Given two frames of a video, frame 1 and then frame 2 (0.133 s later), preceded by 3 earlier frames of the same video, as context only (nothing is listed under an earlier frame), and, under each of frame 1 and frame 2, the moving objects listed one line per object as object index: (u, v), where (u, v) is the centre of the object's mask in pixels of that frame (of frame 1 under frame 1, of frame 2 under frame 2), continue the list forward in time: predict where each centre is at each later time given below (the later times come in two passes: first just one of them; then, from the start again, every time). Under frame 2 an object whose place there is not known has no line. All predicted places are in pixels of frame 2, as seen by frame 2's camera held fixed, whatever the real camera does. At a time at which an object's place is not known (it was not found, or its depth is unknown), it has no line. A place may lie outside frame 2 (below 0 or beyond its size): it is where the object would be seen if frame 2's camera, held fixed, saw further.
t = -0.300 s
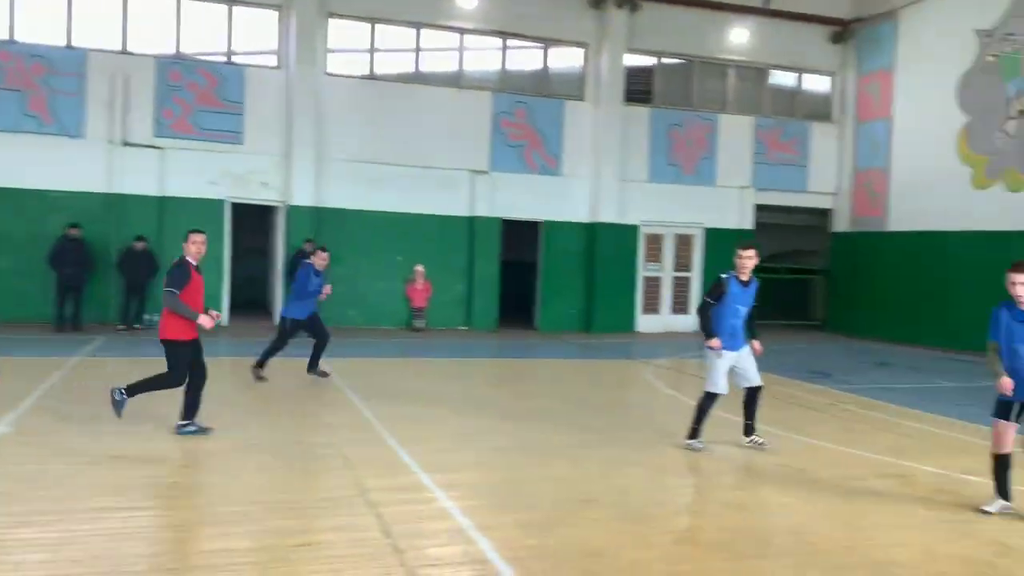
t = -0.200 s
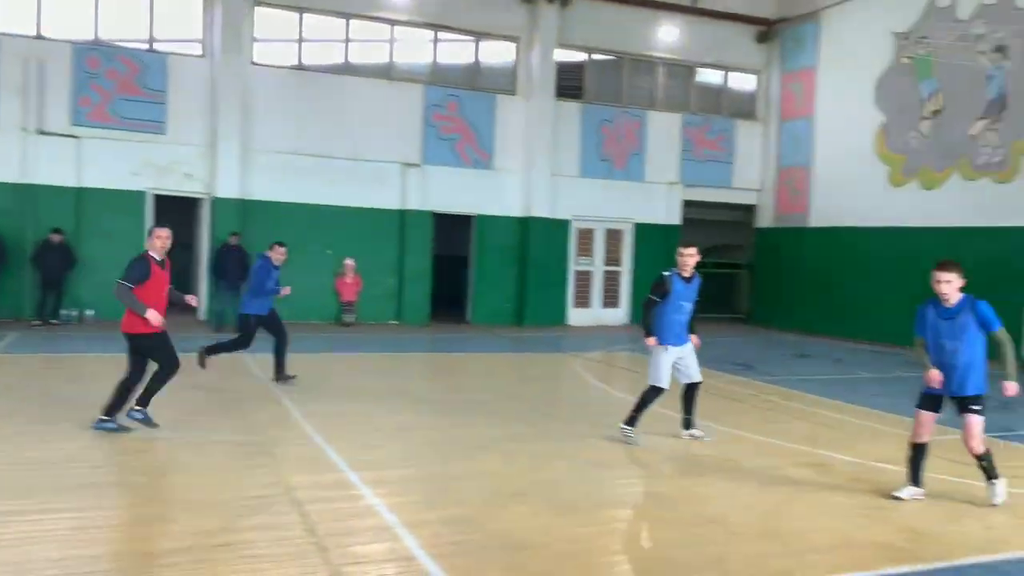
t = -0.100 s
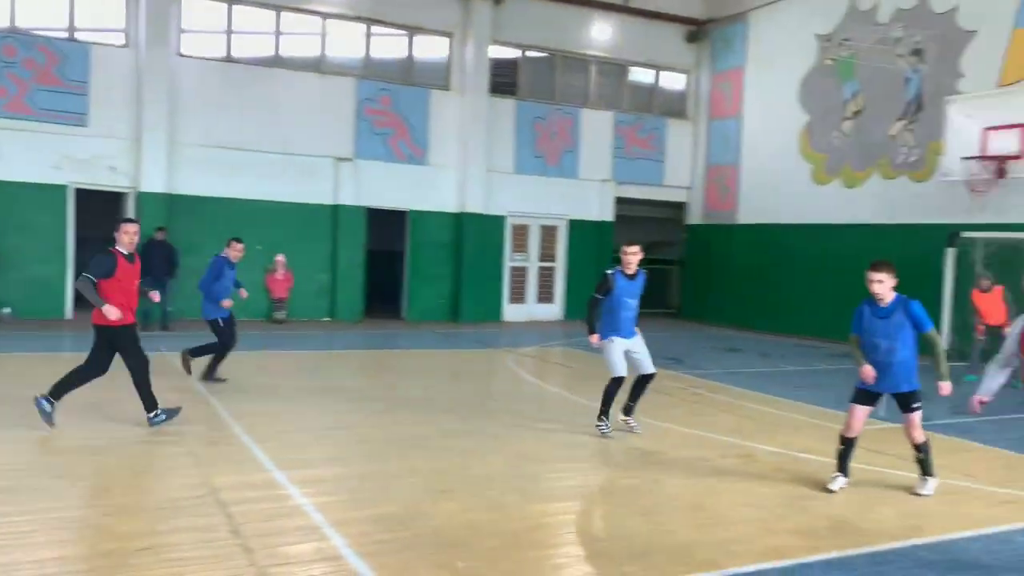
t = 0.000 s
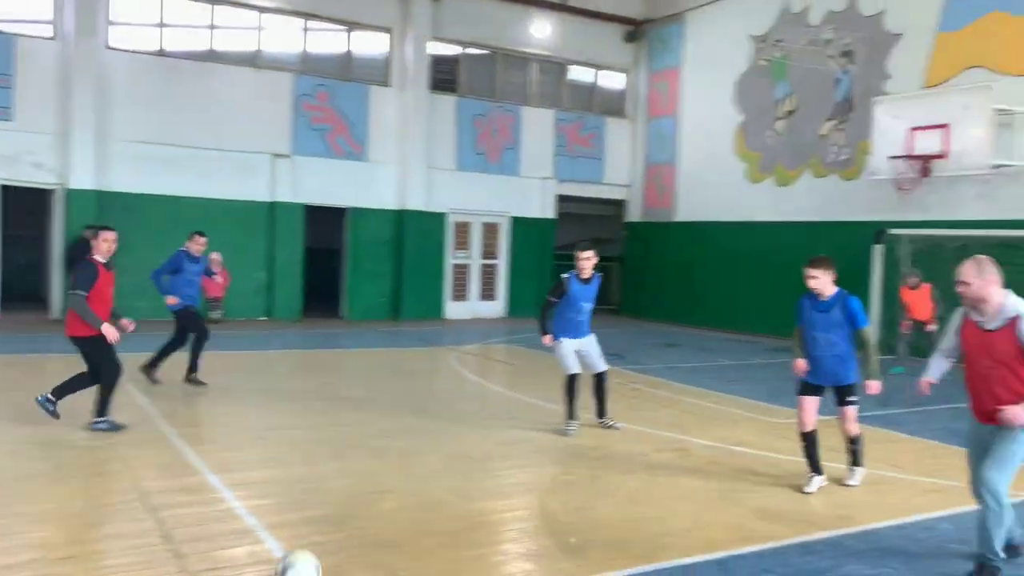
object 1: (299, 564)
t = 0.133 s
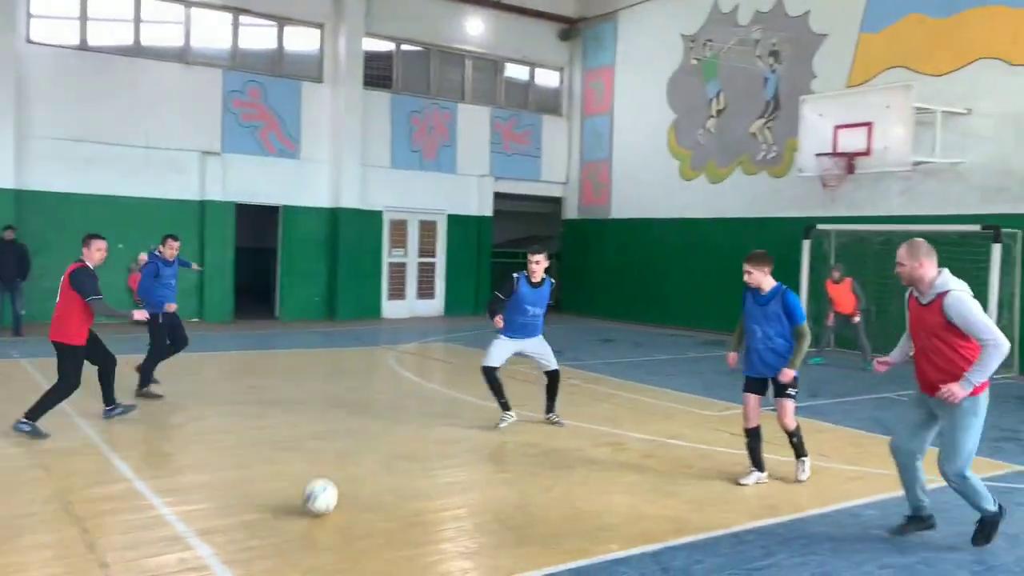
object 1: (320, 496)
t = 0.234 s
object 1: (359, 461)
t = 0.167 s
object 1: (336, 483)
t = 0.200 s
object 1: (348, 471)
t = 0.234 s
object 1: (359, 461)
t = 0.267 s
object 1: (371, 452)
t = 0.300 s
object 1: (380, 442)
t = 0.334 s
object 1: (388, 435)
